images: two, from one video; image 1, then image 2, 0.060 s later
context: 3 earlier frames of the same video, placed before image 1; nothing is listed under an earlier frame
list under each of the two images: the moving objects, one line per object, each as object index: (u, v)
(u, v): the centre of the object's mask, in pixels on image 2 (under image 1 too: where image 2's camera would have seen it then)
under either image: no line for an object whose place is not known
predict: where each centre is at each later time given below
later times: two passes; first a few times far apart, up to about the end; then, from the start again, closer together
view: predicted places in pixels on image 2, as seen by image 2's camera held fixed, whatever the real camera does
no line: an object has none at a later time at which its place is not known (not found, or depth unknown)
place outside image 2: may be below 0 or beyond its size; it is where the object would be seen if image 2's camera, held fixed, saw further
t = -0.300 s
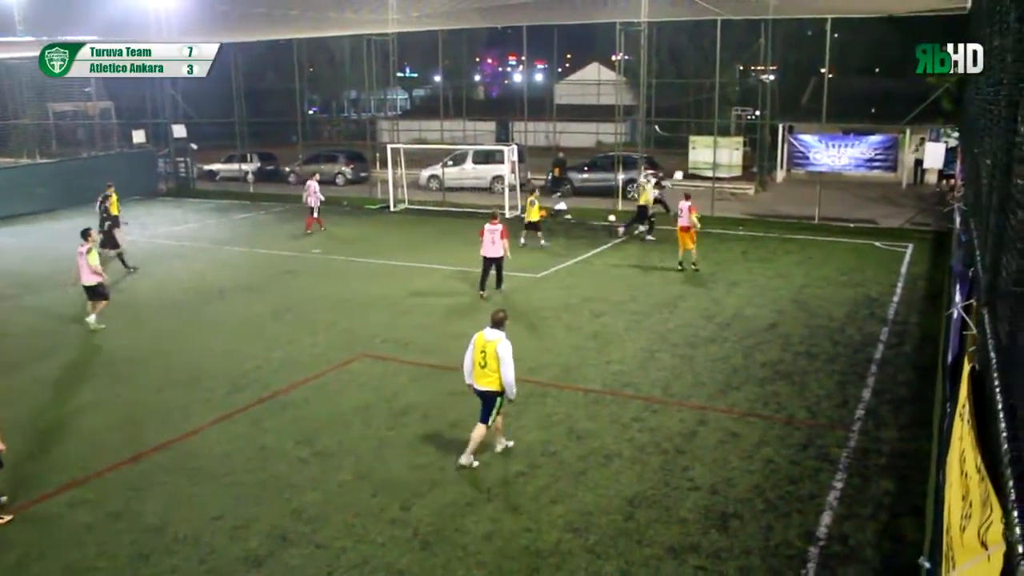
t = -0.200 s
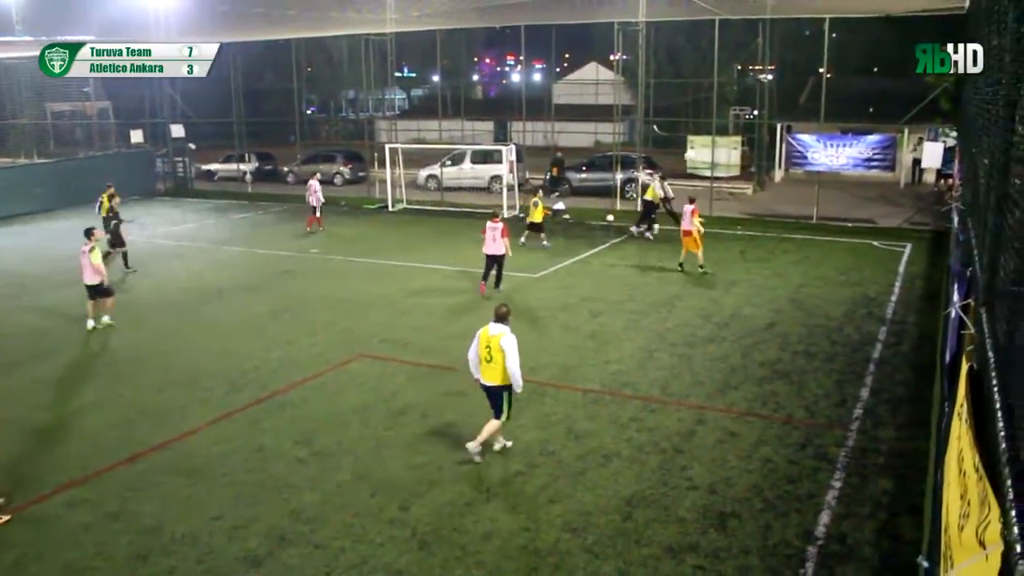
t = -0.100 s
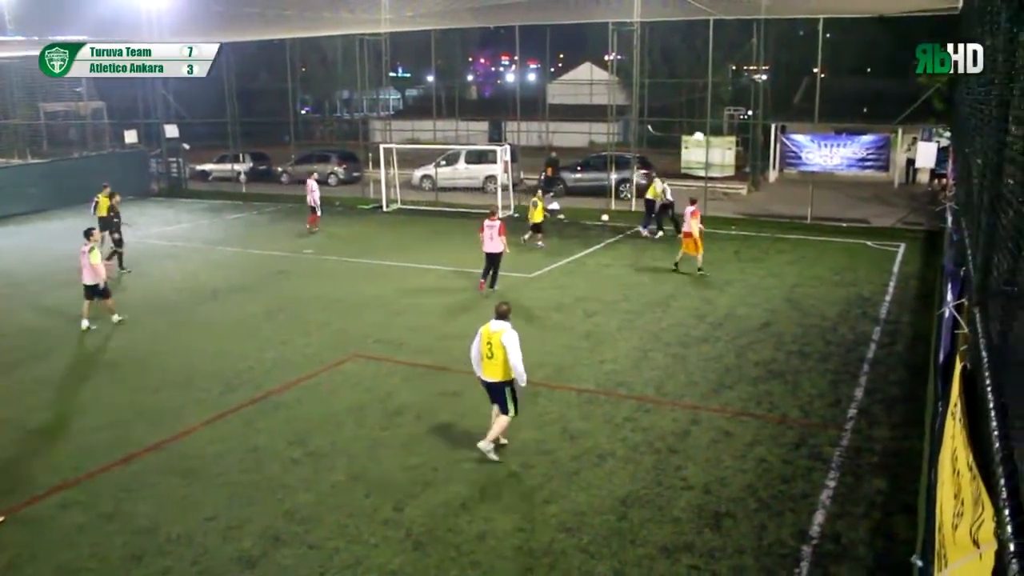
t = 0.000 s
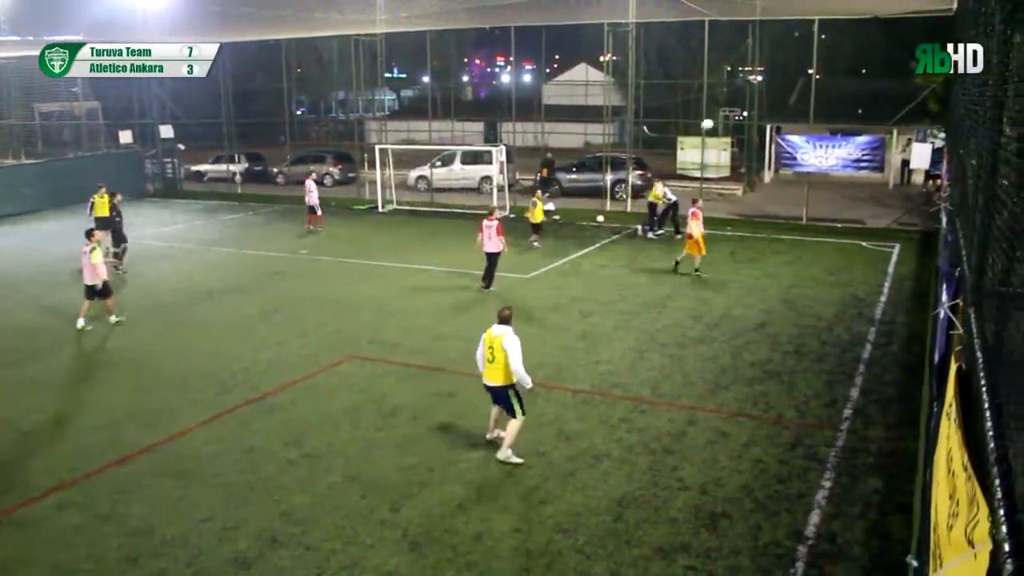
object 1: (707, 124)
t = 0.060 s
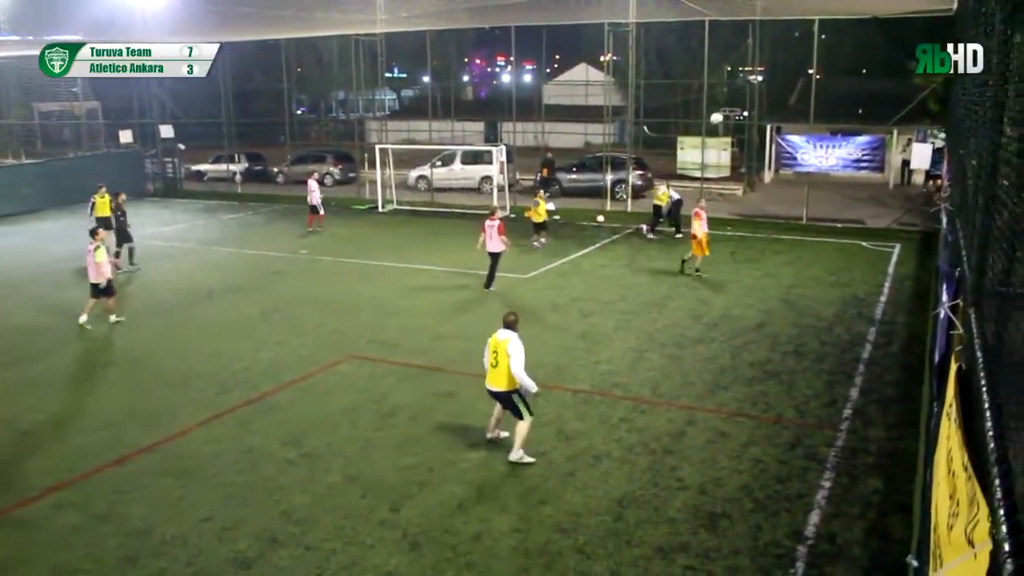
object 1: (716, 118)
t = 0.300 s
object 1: (752, 112)
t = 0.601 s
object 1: (804, 158)
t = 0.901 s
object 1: (864, 298)
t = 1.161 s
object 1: (916, 423)
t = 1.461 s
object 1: (877, 378)
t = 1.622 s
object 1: (845, 387)
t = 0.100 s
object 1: (721, 115)
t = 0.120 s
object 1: (724, 114)
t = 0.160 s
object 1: (730, 112)
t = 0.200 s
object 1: (737, 110)
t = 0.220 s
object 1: (740, 110)
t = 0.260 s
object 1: (746, 110)
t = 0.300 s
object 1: (752, 112)
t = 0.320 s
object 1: (755, 113)
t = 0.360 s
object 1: (762, 115)
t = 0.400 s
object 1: (768, 120)
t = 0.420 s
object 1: (772, 122)
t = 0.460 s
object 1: (779, 127)
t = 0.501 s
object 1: (786, 134)
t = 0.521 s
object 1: (789, 137)
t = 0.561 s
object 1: (796, 149)
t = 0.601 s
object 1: (804, 158)
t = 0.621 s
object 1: (810, 164)
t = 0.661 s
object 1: (816, 178)
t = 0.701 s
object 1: (823, 193)
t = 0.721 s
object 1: (827, 201)
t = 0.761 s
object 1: (835, 220)
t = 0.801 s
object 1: (843, 239)
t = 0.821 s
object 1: (847, 250)
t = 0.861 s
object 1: (855, 273)
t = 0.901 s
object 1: (864, 298)
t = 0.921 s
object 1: (867, 312)
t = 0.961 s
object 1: (877, 340)
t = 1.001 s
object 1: (885, 372)
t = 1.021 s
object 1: (889, 388)
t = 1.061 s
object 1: (897, 424)
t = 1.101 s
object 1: (907, 437)
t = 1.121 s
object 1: (911, 433)
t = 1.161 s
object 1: (916, 423)
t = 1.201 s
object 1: (913, 413)
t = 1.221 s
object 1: (911, 409)
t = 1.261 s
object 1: (906, 401)
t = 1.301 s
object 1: (901, 393)
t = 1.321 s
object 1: (898, 390)
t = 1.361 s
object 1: (893, 384)
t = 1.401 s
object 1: (887, 381)
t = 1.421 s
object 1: (883, 380)
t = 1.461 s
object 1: (877, 378)
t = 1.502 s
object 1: (870, 377)
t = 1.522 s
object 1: (866, 378)
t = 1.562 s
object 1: (858, 381)
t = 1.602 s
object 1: (850, 384)
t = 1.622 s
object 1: (845, 387)
